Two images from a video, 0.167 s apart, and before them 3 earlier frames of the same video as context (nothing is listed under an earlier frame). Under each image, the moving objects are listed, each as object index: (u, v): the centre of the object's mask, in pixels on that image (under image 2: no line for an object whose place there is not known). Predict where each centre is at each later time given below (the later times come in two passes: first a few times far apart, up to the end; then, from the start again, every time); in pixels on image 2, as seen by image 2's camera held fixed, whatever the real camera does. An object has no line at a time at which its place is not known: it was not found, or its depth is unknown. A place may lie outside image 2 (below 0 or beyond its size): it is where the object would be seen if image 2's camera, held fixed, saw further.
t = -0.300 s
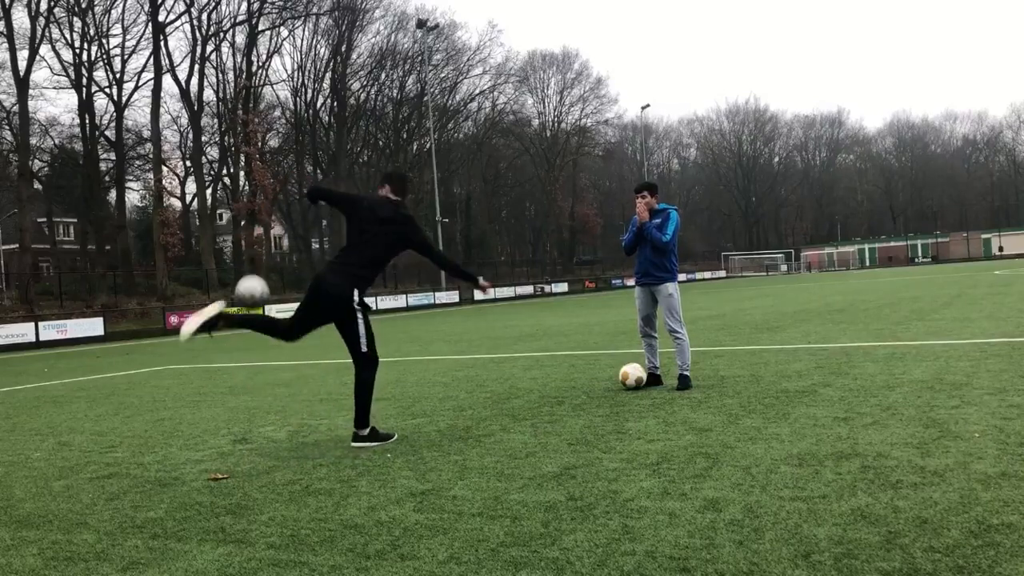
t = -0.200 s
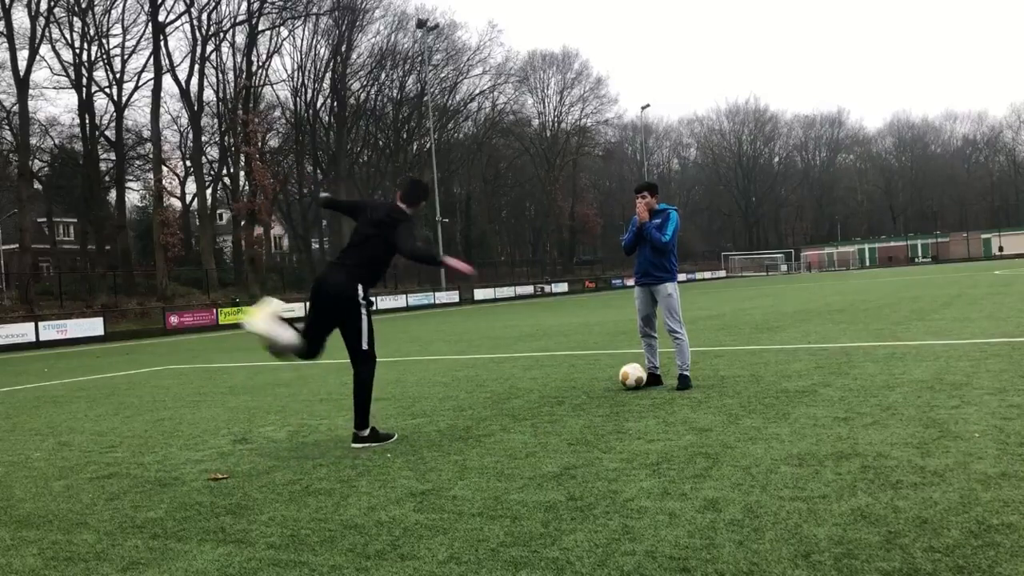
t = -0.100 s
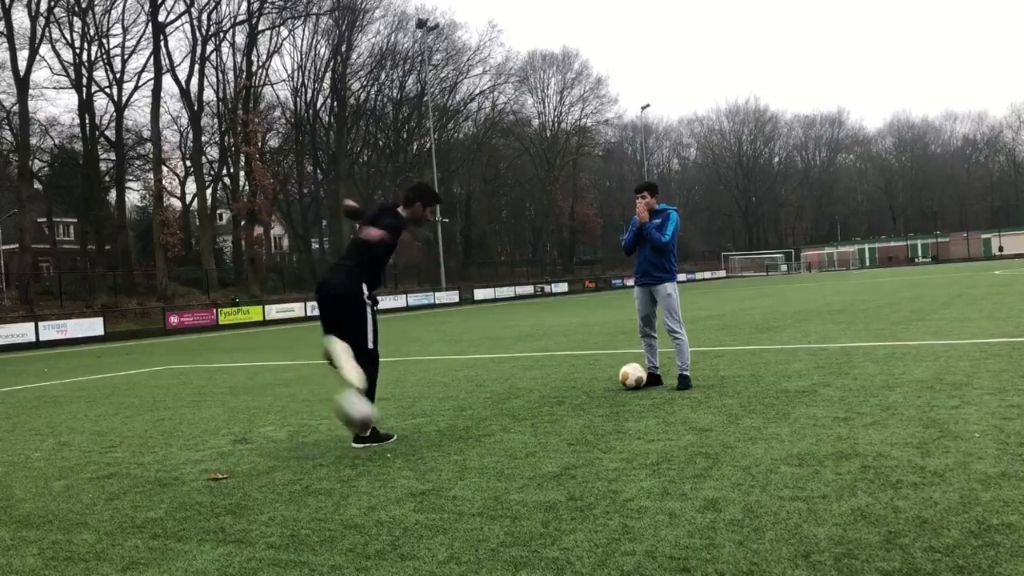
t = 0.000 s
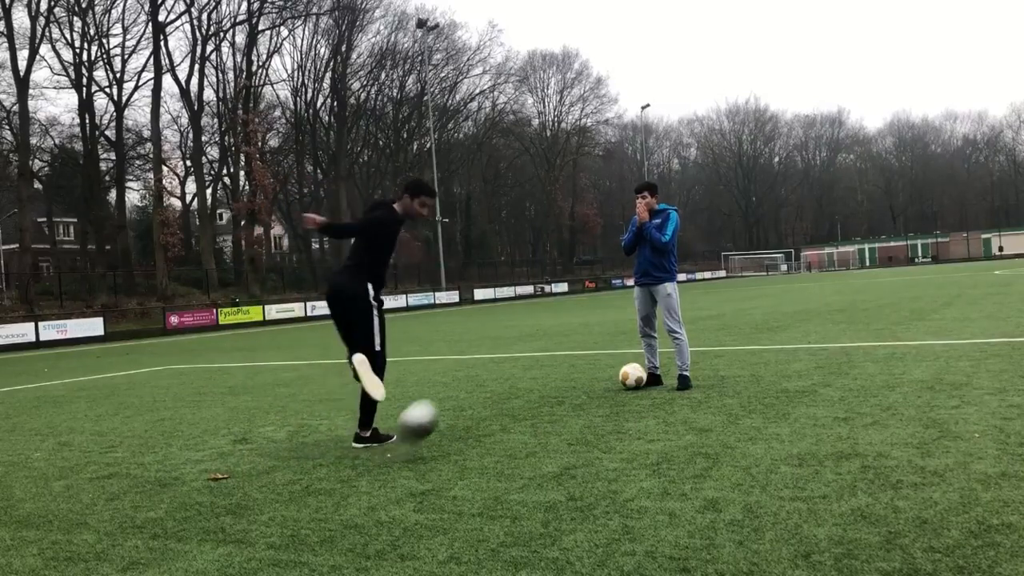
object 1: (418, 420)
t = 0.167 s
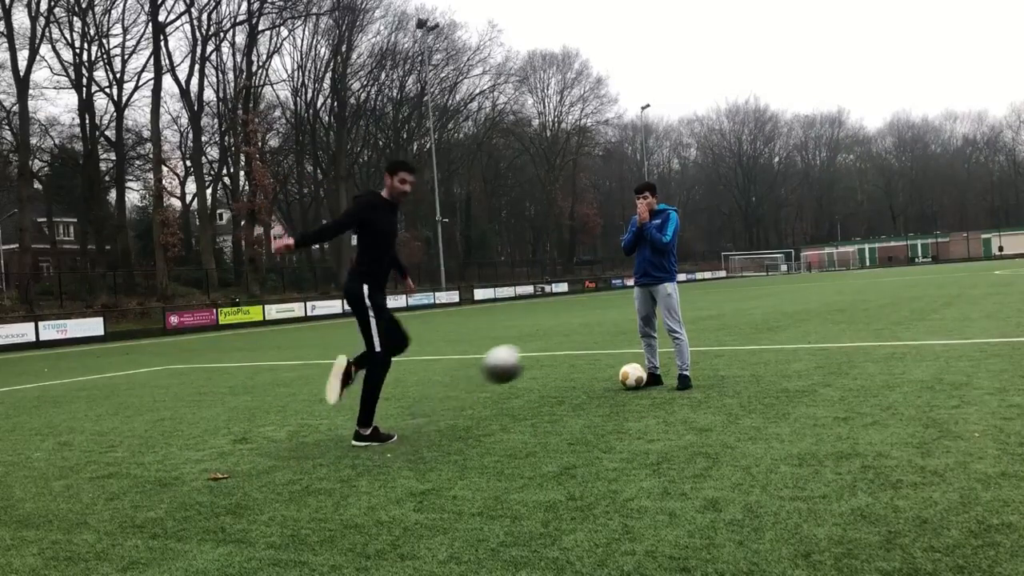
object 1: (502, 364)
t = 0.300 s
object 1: (576, 353)
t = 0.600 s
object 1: (771, 441)
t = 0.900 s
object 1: (976, 428)
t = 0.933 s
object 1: (999, 440)
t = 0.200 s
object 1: (520, 358)
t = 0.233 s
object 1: (538, 355)
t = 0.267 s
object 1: (557, 353)
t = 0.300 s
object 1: (576, 353)
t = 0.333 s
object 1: (595, 356)
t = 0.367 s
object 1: (615, 360)
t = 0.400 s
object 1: (636, 369)
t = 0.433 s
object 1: (658, 377)
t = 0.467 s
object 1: (681, 389)
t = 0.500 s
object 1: (702, 403)
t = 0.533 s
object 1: (725, 420)
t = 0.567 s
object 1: (749, 440)
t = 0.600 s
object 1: (771, 441)
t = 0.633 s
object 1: (793, 428)
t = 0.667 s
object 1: (813, 420)
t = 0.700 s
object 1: (834, 414)
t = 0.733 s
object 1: (857, 411)
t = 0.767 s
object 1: (880, 409)
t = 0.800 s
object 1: (902, 410)
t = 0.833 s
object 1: (926, 414)
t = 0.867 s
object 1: (951, 419)
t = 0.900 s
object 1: (976, 428)
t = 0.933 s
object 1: (999, 440)
